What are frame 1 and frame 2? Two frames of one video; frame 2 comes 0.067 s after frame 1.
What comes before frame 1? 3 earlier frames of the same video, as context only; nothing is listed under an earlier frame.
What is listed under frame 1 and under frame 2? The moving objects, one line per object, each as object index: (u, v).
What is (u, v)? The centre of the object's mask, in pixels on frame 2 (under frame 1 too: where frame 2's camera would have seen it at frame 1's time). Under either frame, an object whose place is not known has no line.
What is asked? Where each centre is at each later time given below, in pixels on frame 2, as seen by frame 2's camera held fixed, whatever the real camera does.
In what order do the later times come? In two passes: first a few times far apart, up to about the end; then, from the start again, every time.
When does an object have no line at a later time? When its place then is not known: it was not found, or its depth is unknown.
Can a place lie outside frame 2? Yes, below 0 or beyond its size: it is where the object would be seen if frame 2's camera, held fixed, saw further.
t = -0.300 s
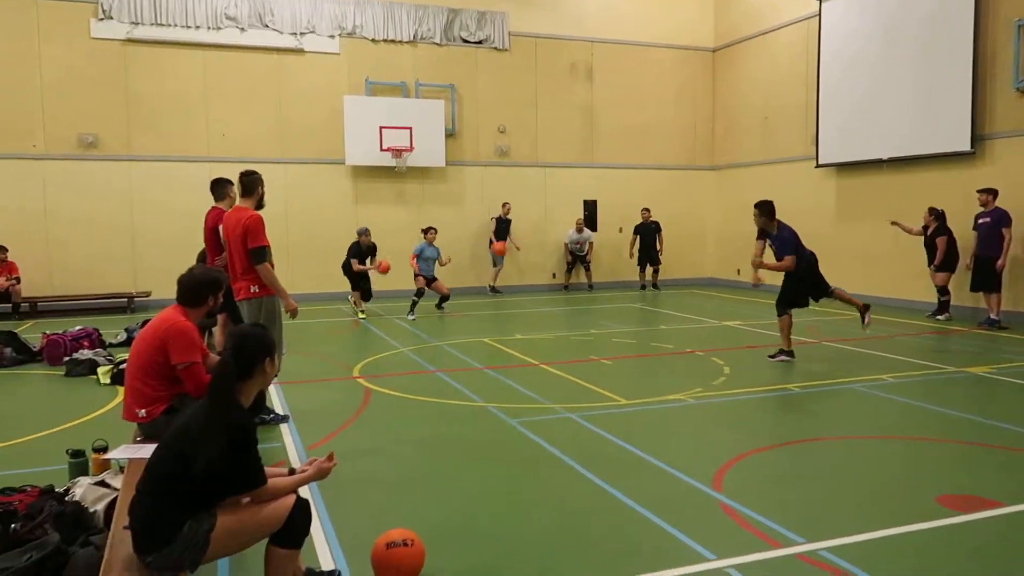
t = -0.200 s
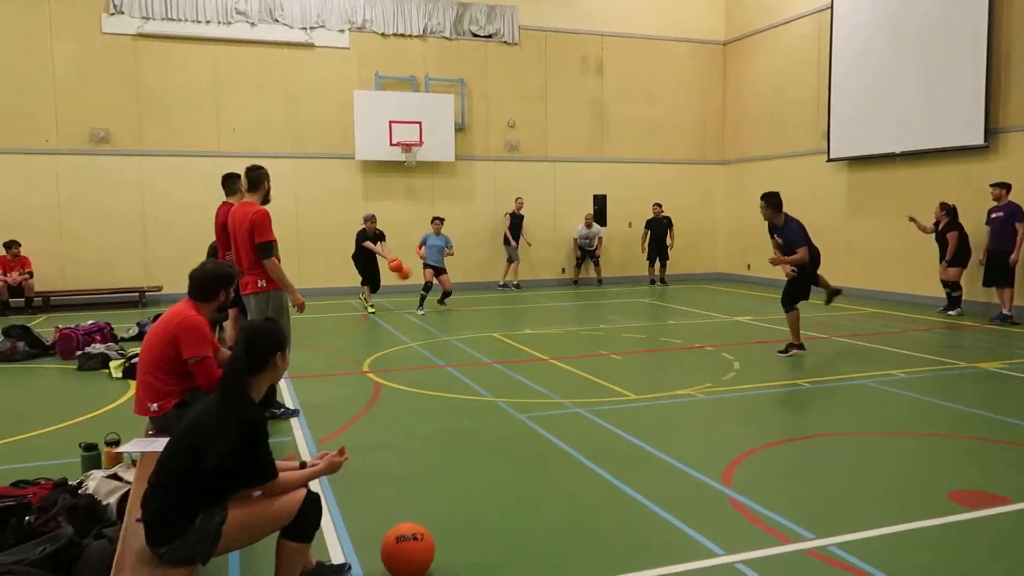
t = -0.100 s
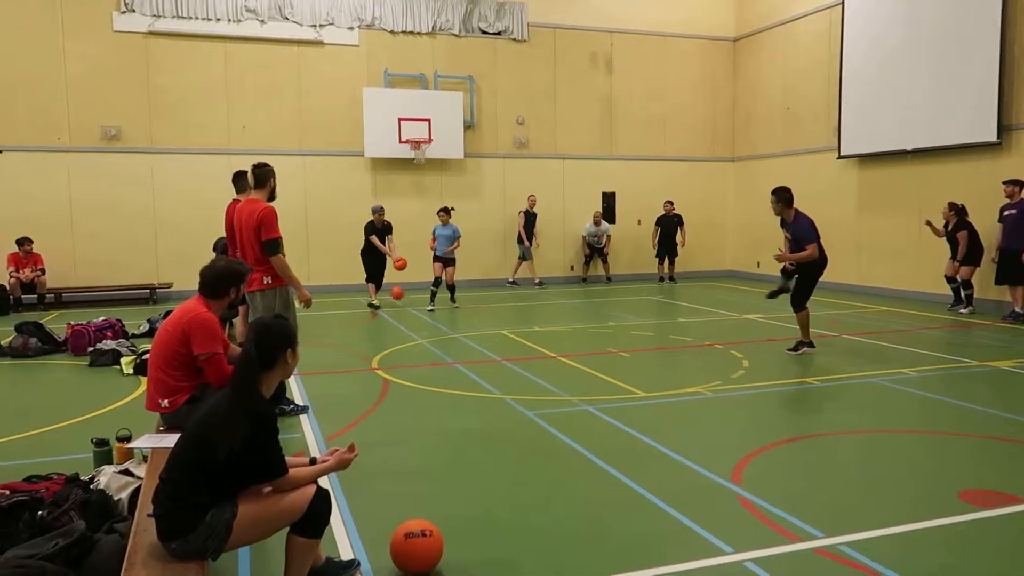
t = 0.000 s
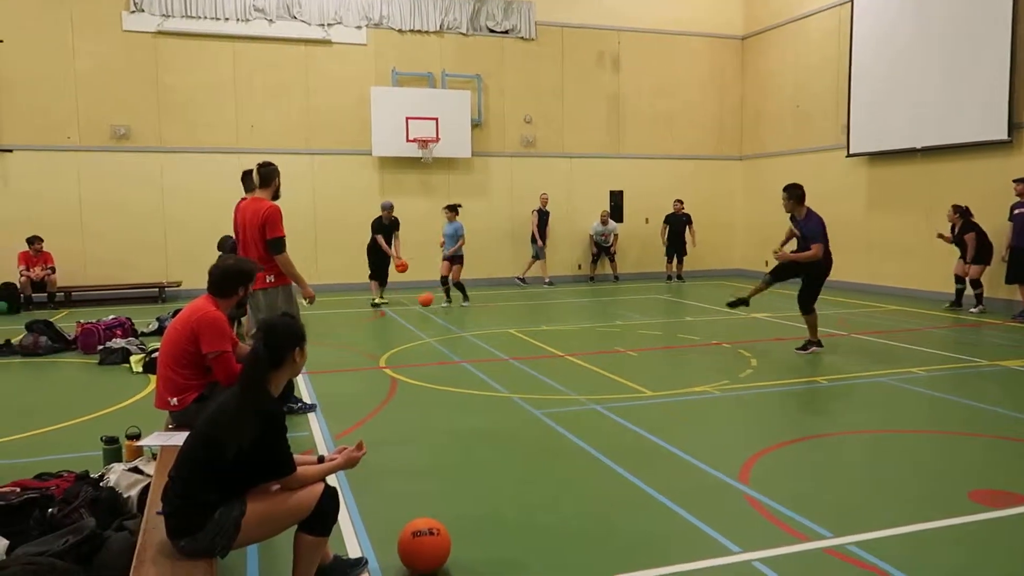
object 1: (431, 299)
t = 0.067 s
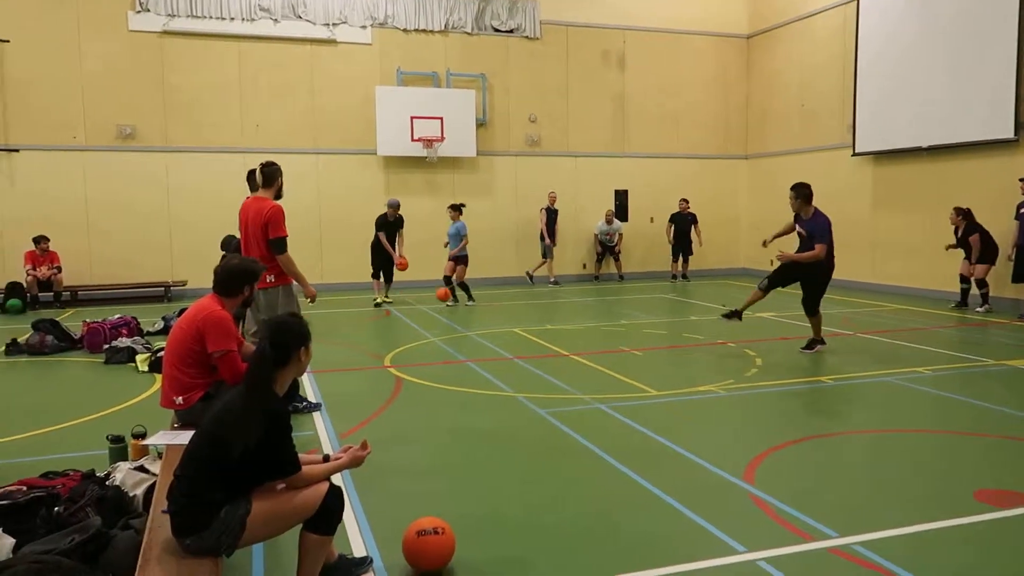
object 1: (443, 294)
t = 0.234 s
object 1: (478, 297)
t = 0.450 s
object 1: (525, 309)
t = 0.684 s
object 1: (581, 323)
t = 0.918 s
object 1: (642, 329)
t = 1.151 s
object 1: (709, 340)
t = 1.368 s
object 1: (778, 348)
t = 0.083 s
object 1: (446, 294)
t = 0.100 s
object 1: (450, 293)
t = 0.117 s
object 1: (453, 293)
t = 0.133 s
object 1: (456, 293)
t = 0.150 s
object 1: (460, 293)
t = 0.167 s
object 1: (464, 293)
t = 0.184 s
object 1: (466, 294)
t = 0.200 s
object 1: (470, 295)
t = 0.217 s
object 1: (474, 295)
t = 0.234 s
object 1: (478, 297)
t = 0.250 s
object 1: (481, 298)
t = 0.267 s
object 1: (485, 299)
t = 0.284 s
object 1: (488, 300)
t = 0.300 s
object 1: (492, 304)
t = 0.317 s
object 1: (496, 306)
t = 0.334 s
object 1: (499, 308)
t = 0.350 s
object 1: (503, 310)
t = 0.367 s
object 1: (506, 313)
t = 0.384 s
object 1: (511, 313)
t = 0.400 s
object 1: (514, 312)
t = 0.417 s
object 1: (518, 310)
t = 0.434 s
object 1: (521, 310)
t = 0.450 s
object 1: (525, 309)
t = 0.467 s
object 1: (527, 309)
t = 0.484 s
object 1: (532, 309)
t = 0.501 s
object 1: (536, 308)
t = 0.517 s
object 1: (540, 309)
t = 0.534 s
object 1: (544, 309)
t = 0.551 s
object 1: (548, 310)
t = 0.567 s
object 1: (552, 310)
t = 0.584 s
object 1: (557, 312)
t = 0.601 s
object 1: (561, 313)
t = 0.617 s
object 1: (564, 314)
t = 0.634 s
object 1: (568, 316)
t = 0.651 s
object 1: (572, 318)
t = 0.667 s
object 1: (577, 321)
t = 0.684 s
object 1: (581, 323)
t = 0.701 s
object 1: (585, 325)
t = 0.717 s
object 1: (589, 324)
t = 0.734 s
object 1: (594, 323)
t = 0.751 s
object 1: (598, 323)
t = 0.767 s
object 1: (602, 322)
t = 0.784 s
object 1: (606, 322)
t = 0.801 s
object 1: (611, 322)
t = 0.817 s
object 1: (615, 322)
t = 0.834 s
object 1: (619, 323)
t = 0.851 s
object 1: (624, 323)
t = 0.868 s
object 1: (628, 324)
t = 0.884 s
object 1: (631, 325)
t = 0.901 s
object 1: (638, 327)
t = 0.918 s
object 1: (642, 329)
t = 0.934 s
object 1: (646, 331)
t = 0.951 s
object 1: (651, 334)
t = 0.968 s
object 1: (656, 334)
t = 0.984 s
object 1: (660, 334)
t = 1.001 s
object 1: (665, 333)
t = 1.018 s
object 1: (669, 333)
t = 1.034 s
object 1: (674, 333)
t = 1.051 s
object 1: (679, 333)
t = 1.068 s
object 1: (684, 334)
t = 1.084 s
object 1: (689, 335)
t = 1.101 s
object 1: (694, 336)
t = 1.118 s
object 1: (699, 337)
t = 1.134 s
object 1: (704, 339)
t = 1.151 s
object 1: (709, 340)
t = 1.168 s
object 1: (714, 341)
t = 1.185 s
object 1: (719, 342)
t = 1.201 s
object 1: (724, 342)
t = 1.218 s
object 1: (729, 342)
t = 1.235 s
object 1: (734, 342)
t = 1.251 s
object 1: (740, 344)
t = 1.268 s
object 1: (746, 345)
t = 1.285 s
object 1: (751, 346)
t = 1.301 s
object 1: (756, 347)
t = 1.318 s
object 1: (761, 347)
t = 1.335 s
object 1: (767, 347)
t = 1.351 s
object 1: (773, 347)
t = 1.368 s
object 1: (778, 348)
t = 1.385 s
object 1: (784, 349)
